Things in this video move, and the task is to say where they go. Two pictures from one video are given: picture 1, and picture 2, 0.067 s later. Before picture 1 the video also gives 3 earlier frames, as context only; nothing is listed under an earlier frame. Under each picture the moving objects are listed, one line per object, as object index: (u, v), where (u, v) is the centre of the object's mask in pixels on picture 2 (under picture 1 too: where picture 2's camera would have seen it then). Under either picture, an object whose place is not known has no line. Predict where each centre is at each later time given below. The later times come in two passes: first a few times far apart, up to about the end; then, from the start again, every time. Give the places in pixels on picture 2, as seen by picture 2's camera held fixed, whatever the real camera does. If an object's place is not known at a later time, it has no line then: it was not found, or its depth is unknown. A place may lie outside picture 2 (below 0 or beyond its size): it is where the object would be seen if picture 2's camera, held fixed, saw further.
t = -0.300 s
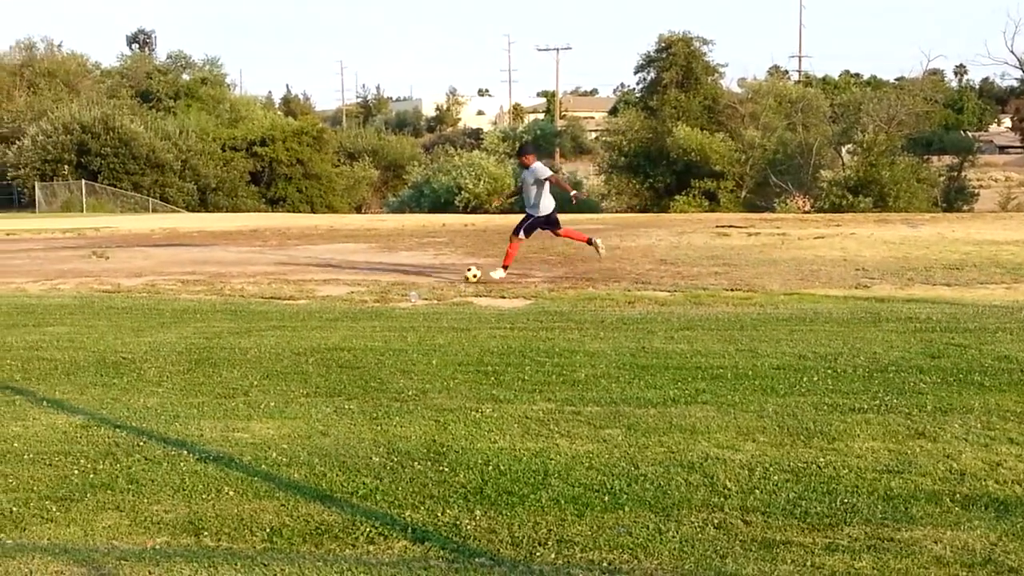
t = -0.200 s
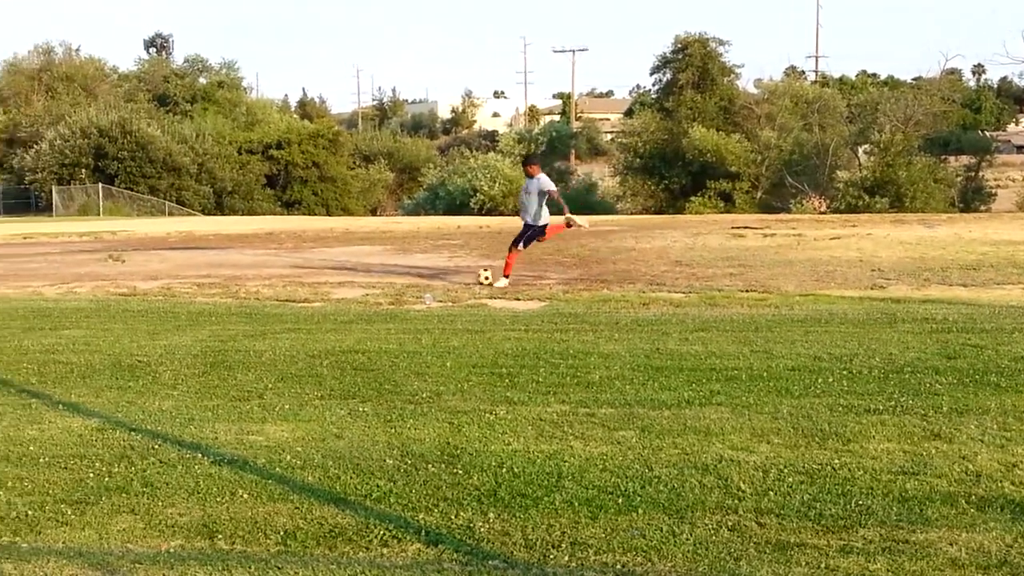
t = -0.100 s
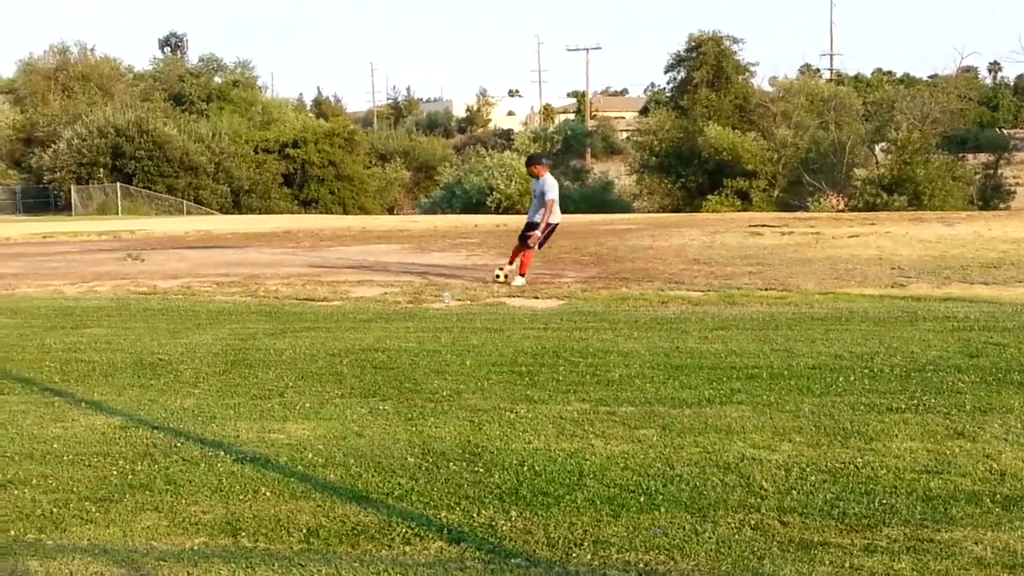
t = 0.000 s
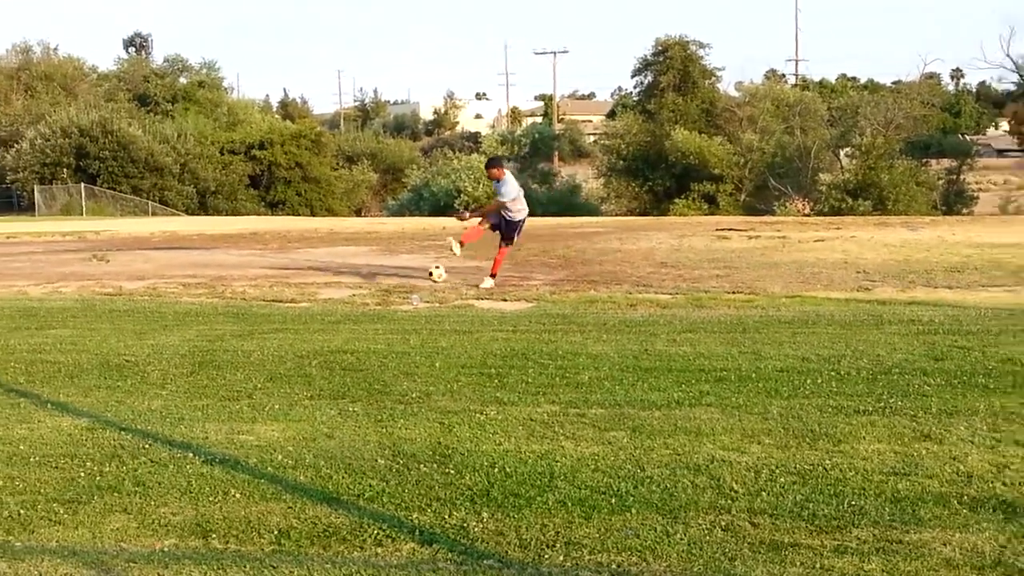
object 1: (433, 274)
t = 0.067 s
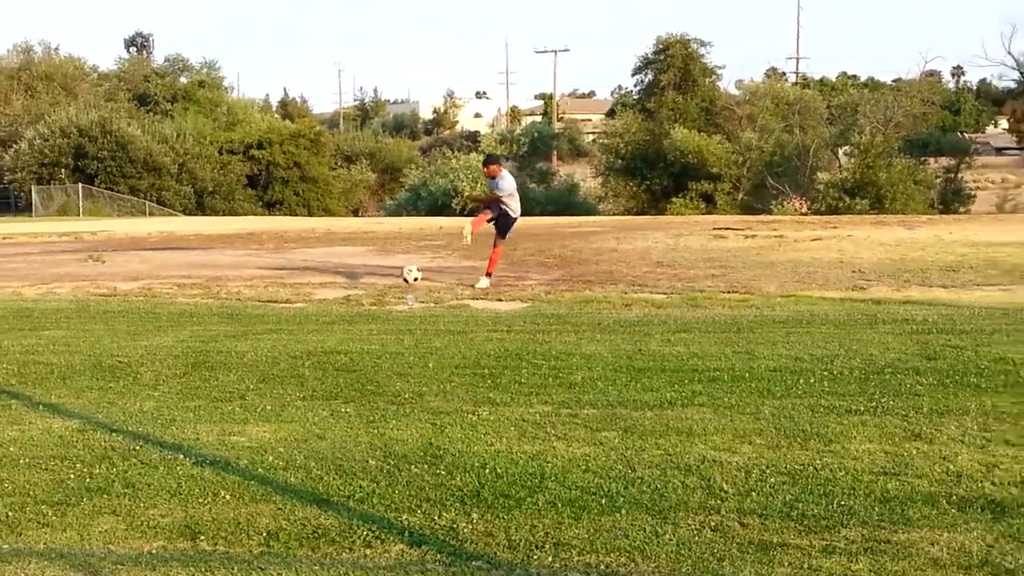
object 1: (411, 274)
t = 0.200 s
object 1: (363, 296)
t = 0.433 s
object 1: (264, 352)
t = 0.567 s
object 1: (201, 382)
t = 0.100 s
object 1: (400, 277)
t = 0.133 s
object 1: (388, 282)
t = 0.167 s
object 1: (376, 288)
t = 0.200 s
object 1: (363, 296)
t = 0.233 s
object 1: (349, 306)
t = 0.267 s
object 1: (334, 319)
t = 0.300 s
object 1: (319, 335)
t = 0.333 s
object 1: (304, 349)
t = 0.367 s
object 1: (291, 352)
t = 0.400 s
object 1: (278, 352)
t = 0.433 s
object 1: (264, 352)
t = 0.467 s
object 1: (250, 356)
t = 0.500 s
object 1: (235, 361)
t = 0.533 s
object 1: (219, 370)
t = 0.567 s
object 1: (201, 382)
